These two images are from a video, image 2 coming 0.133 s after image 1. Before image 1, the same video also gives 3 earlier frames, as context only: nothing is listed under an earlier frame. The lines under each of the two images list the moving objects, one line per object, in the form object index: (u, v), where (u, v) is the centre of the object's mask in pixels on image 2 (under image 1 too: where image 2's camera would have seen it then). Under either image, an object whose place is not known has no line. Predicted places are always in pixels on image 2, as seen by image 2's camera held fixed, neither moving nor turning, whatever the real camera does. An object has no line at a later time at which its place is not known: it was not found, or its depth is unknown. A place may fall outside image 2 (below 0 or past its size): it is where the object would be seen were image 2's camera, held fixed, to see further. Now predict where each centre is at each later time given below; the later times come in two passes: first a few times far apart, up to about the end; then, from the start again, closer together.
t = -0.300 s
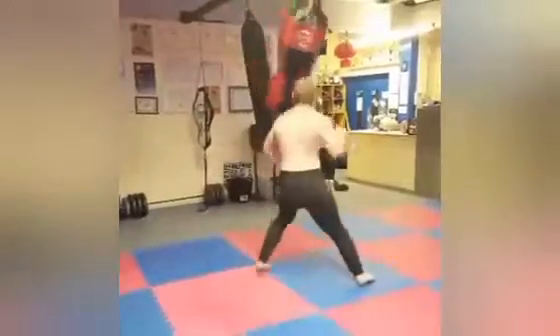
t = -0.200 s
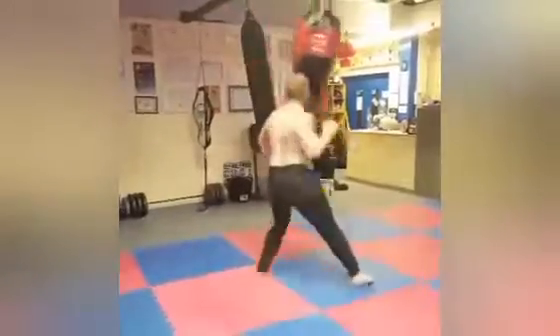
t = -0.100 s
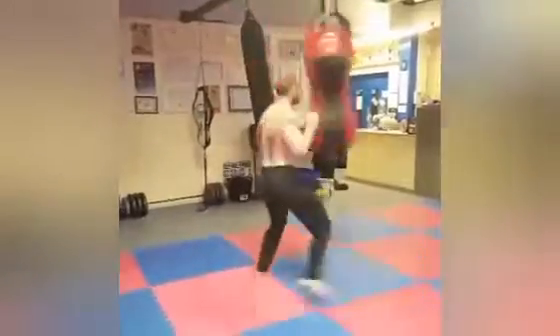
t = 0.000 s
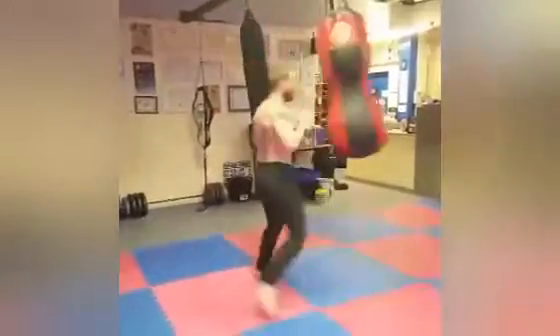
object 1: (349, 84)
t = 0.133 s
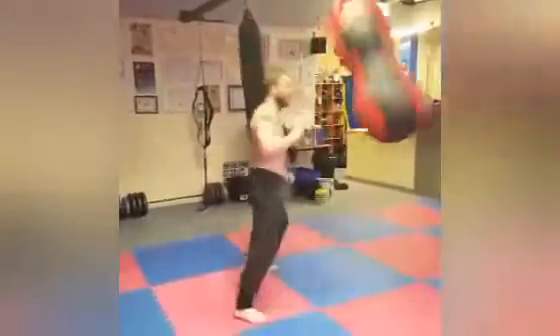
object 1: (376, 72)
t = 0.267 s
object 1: (396, 49)
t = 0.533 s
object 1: (397, 34)
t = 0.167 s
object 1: (383, 66)
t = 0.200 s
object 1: (388, 61)
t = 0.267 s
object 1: (396, 49)
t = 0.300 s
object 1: (399, 43)
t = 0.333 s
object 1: (402, 37)
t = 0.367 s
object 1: (403, 34)
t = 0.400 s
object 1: (403, 34)
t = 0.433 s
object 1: (402, 33)
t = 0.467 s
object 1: (401, 33)
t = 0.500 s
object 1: (400, 33)
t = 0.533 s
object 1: (397, 34)
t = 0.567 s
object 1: (395, 35)
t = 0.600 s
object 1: (389, 38)
